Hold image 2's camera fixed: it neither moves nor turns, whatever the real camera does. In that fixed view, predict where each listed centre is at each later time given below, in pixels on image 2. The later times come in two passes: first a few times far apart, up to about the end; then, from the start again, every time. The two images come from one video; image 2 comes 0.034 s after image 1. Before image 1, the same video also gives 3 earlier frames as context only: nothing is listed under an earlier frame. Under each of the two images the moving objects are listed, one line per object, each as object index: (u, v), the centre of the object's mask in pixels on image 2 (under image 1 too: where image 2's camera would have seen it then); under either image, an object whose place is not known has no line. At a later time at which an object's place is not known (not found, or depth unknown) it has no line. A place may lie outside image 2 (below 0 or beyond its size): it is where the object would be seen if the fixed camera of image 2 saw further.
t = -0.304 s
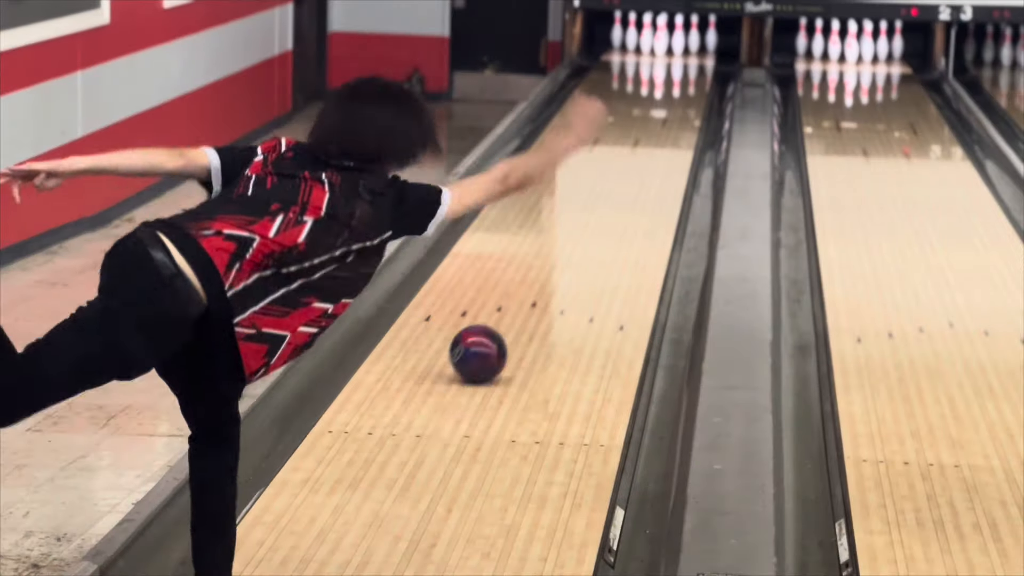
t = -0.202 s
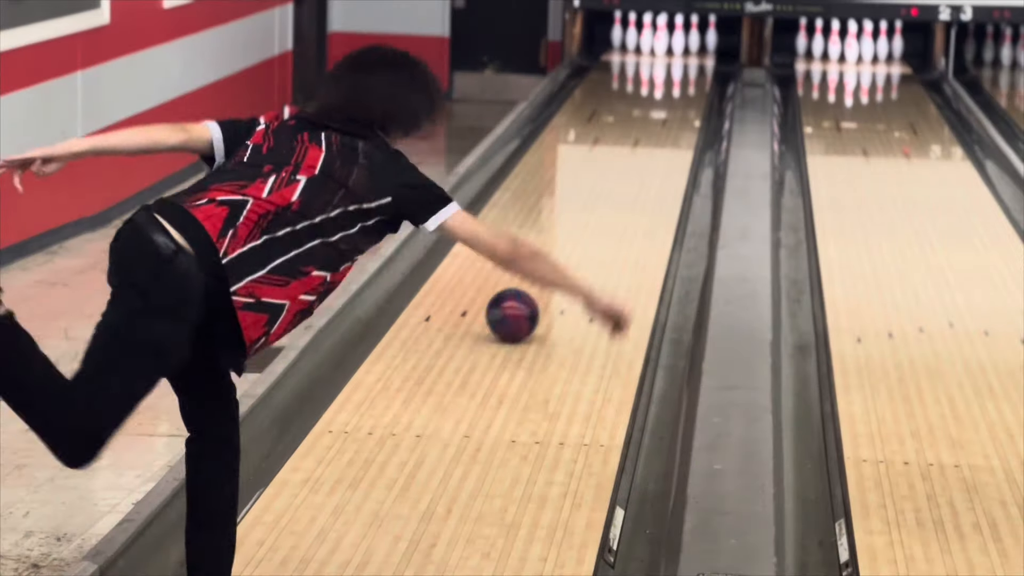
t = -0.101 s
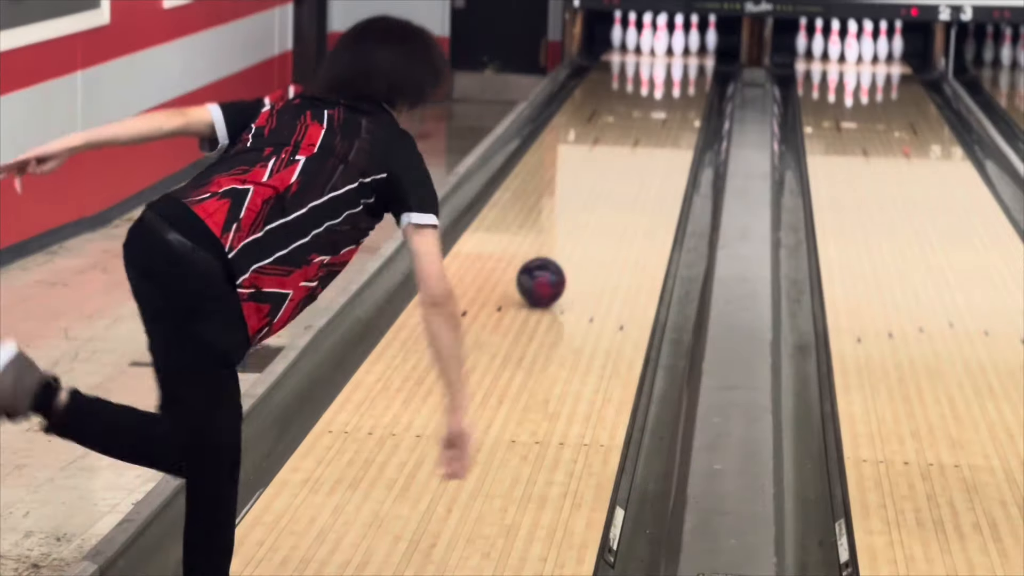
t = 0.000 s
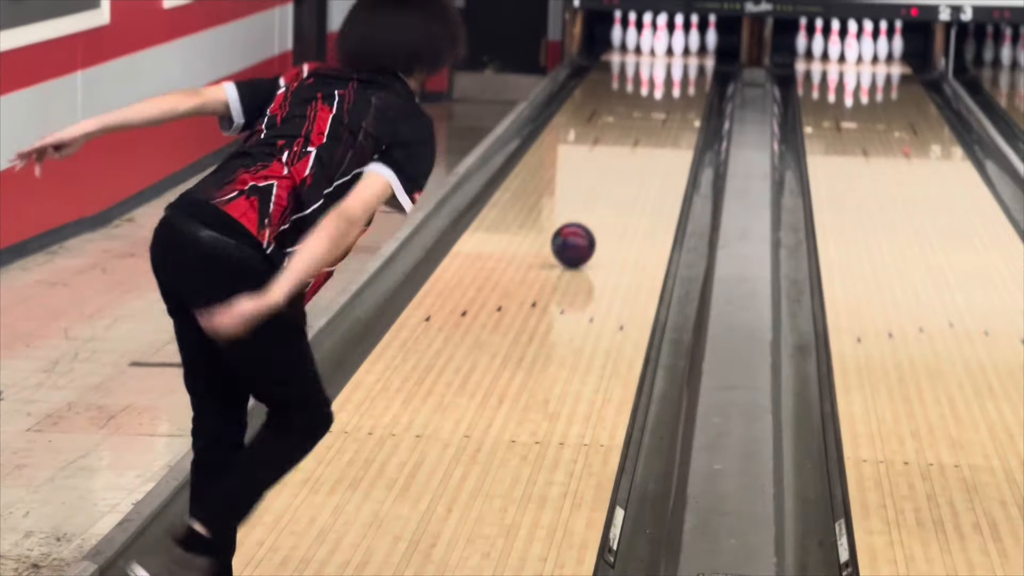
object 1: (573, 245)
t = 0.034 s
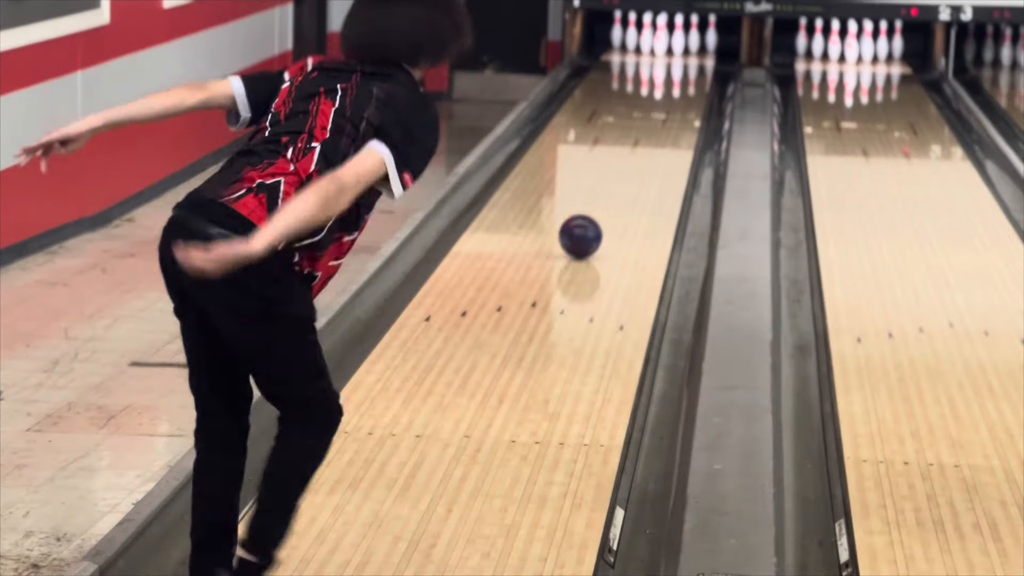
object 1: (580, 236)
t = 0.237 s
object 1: (616, 192)
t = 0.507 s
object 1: (651, 148)
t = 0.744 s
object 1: (672, 118)
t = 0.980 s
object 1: (684, 94)
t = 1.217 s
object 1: (686, 74)
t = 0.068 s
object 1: (587, 228)
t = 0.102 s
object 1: (593, 220)
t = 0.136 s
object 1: (600, 213)
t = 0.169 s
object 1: (605, 206)
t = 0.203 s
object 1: (611, 199)
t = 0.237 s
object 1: (616, 192)
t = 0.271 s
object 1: (621, 186)
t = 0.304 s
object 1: (626, 180)
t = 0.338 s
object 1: (631, 174)
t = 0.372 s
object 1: (635, 168)
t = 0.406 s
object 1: (640, 163)
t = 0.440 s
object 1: (644, 158)
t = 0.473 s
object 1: (648, 153)
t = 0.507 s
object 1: (651, 148)
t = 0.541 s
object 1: (655, 143)
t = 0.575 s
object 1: (658, 139)
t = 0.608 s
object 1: (661, 134)
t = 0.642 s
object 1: (664, 130)
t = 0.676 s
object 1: (667, 126)
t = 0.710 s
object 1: (670, 122)
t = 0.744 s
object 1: (672, 118)
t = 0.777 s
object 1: (674, 115)
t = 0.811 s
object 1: (677, 111)
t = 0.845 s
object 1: (679, 107)
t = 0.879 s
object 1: (680, 103)
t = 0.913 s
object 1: (682, 100)
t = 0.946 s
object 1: (683, 97)
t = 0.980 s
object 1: (684, 94)
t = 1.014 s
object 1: (685, 90)
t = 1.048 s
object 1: (686, 87)
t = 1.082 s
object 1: (686, 85)
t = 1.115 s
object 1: (686, 82)
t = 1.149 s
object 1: (686, 79)
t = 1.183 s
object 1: (686, 76)
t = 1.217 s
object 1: (686, 74)
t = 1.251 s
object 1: (685, 71)
